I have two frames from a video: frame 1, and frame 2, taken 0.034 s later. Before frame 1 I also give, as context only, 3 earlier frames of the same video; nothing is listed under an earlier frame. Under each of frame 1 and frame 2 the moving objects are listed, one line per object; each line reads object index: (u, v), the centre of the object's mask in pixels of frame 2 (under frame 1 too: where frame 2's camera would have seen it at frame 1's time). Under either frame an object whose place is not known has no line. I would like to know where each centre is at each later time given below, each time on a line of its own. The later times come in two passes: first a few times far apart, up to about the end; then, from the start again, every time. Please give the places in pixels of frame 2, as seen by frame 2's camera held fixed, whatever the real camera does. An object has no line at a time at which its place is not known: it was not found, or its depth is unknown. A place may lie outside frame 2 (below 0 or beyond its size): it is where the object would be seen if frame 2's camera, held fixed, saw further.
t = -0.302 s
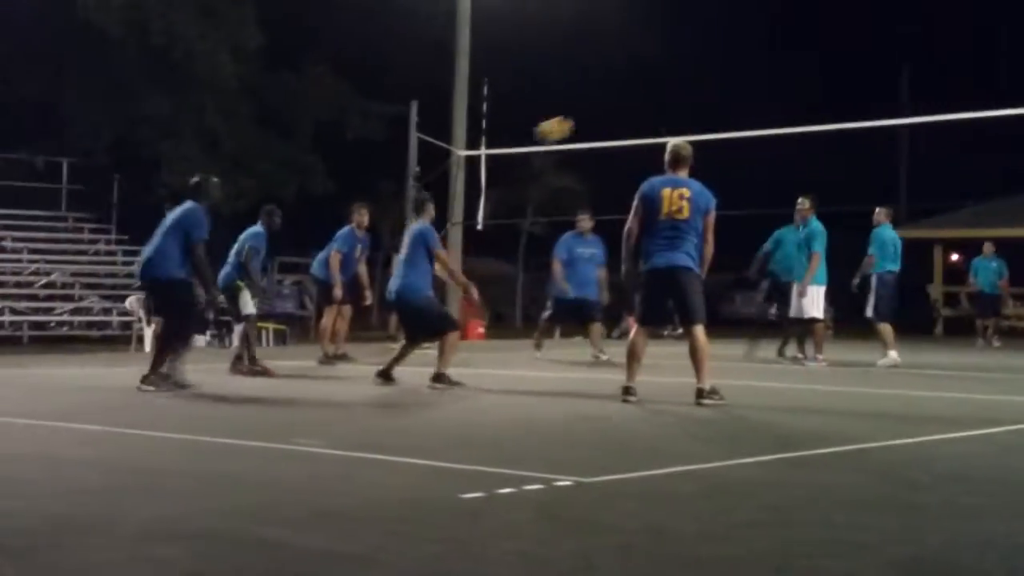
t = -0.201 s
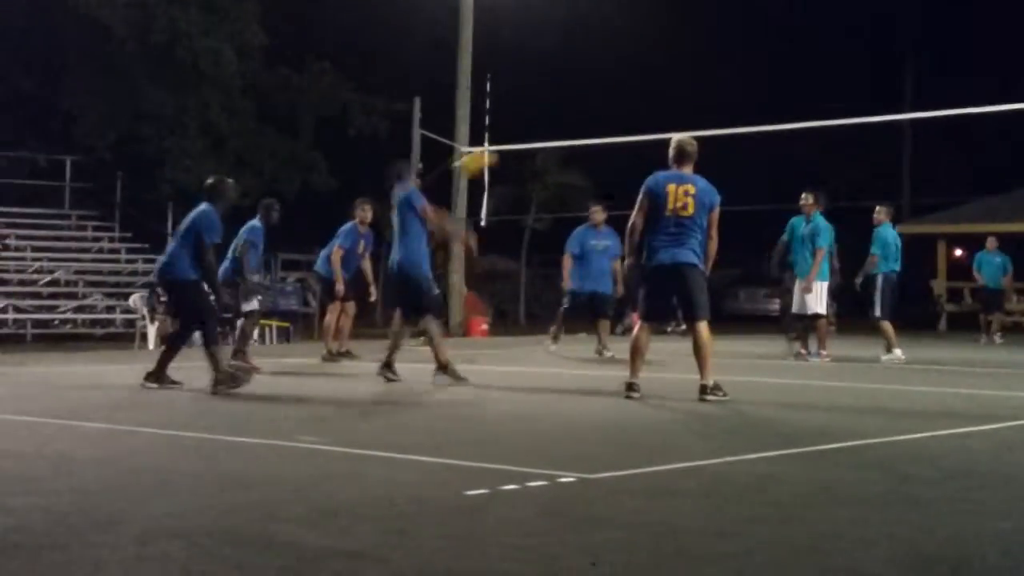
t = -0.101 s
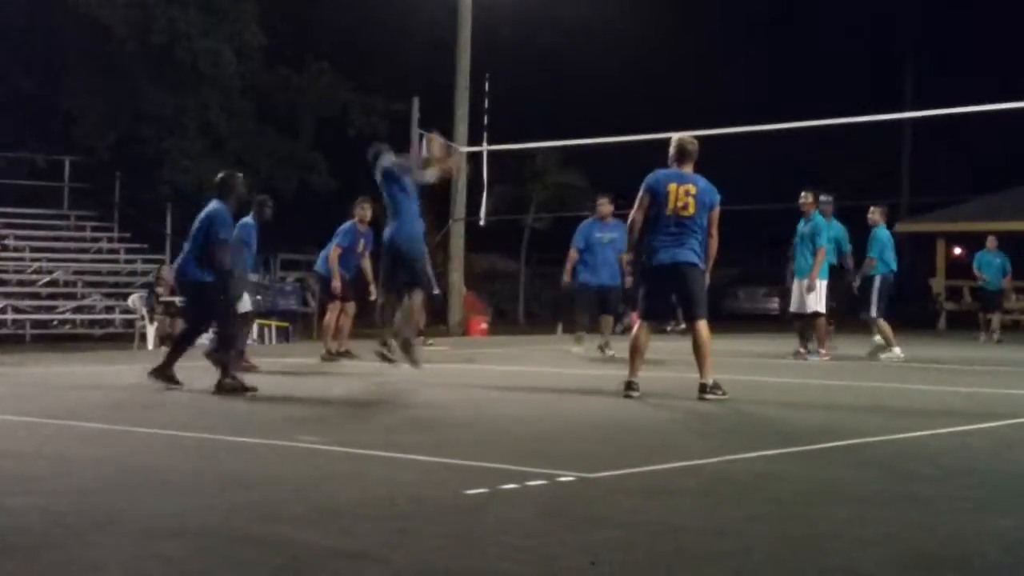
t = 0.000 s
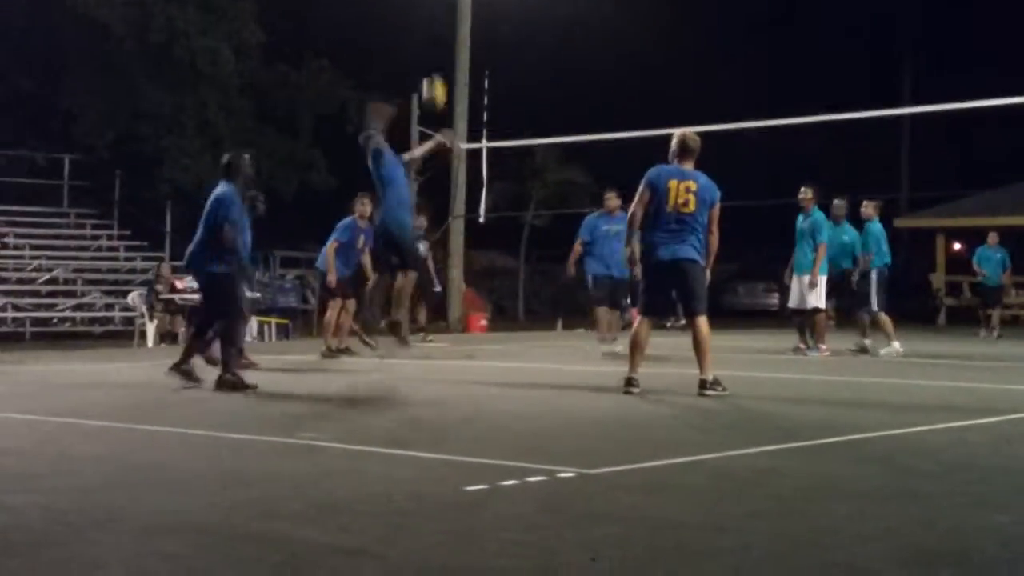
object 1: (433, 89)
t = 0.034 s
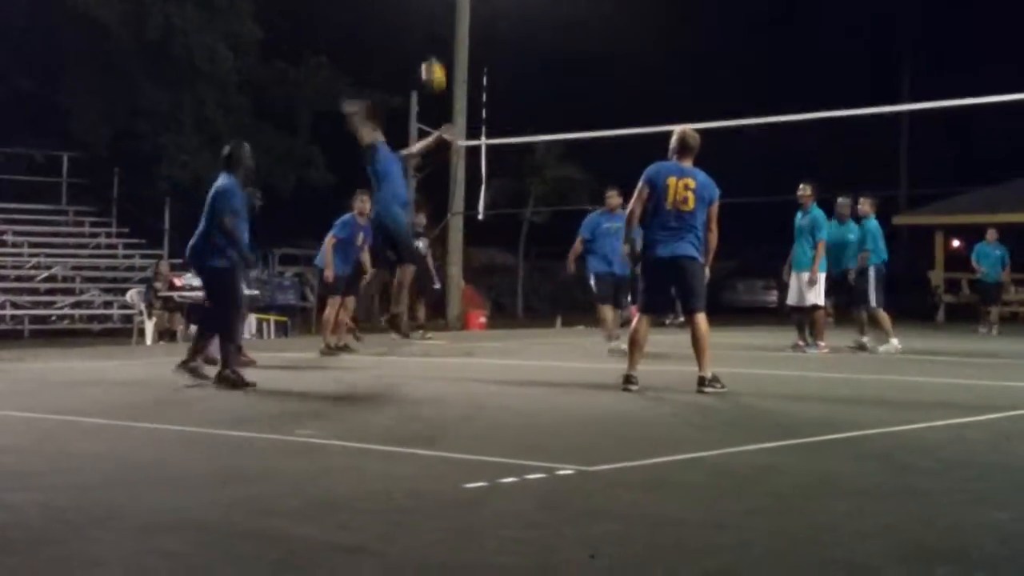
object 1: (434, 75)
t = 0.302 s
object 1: (437, 13)
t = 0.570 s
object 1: (440, 32)
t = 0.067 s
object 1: (433, 62)
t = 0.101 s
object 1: (434, 51)
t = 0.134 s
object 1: (434, 40)
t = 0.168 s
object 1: (435, 32)
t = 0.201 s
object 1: (435, 25)
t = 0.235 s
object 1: (436, 20)
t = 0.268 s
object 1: (436, 15)
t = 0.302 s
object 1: (437, 13)
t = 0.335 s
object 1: (437, 11)
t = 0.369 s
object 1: (438, 11)
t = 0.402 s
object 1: (438, 11)
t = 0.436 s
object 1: (438, 13)
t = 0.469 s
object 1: (439, 17)
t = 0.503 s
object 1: (439, 20)
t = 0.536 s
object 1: (440, 25)
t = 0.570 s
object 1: (440, 32)
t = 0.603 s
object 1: (441, 39)
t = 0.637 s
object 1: (441, 48)
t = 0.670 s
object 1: (441, 56)
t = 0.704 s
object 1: (442, 66)
